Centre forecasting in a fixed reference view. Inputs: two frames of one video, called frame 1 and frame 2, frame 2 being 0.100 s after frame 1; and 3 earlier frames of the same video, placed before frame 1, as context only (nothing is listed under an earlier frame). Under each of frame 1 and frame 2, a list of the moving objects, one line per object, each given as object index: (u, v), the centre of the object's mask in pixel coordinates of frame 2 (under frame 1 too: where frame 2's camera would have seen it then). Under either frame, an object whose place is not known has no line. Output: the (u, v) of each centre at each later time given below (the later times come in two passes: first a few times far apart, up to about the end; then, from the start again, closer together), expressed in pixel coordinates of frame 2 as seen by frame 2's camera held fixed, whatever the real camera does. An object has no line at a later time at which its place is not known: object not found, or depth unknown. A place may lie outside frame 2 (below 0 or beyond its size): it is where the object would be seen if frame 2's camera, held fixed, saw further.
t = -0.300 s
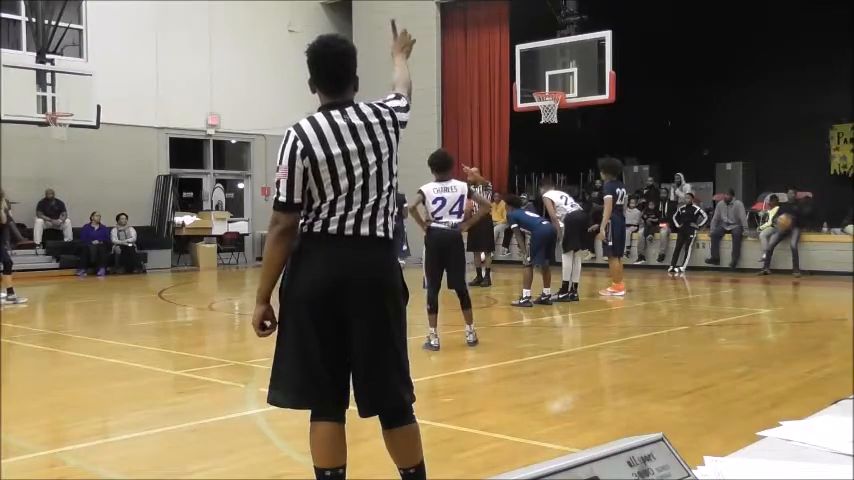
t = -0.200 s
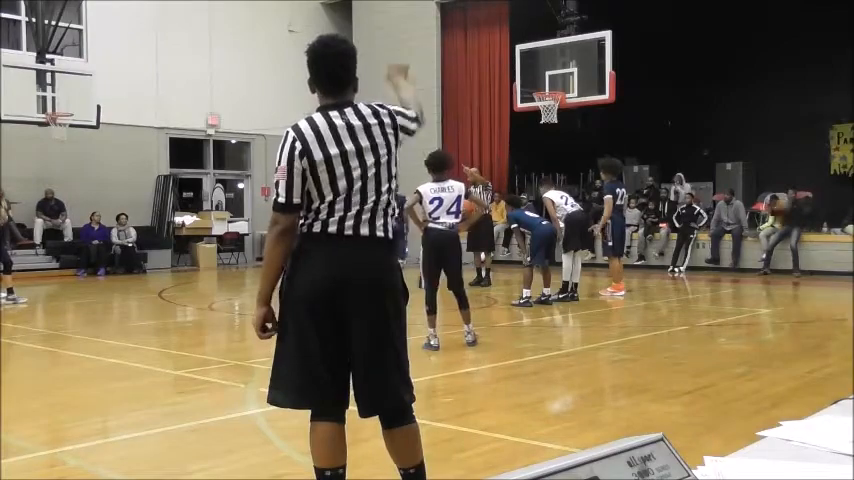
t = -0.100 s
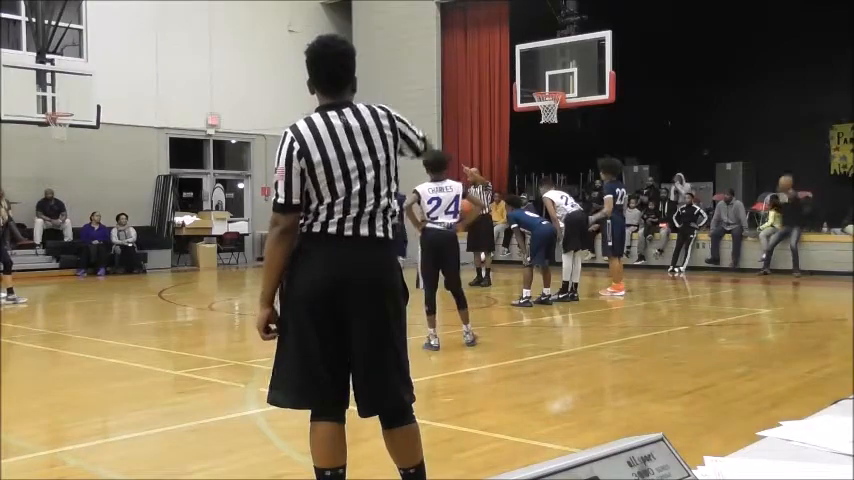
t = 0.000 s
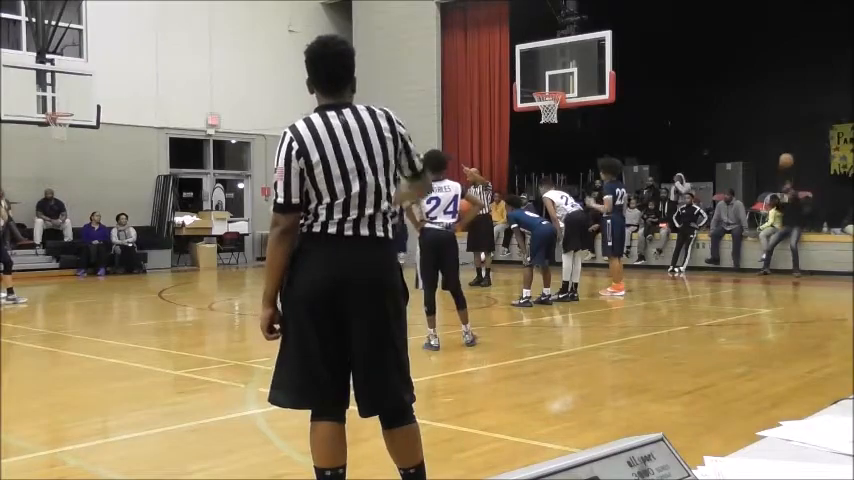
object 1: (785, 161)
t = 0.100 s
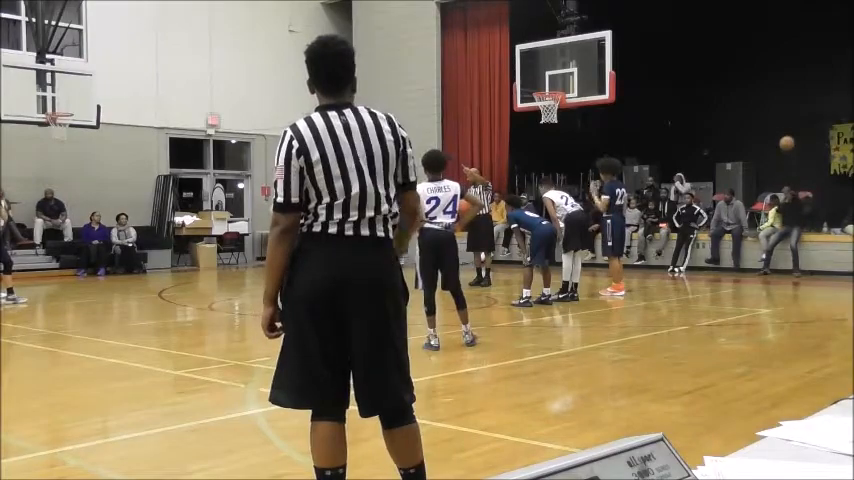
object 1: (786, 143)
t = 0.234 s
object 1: (787, 130)
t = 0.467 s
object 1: (787, 131)
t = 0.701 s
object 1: (788, 165)
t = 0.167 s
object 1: (786, 135)
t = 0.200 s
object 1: (787, 132)
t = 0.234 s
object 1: (787, 130)
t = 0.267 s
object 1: (787, 128)
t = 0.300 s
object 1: (787, 127)
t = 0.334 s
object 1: (787, 126)
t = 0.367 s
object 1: (787, 125)
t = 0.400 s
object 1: (787, 127)
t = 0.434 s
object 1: (787, 129)
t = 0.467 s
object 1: (787, 131)
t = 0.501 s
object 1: (788, 134)
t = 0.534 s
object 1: (788, 138)
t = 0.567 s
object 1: (788, 142)
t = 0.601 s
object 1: (788, 147)
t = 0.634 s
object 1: (788, 152)
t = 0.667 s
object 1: (788, 159)
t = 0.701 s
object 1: (788, 165)
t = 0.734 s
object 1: (788, 173)
